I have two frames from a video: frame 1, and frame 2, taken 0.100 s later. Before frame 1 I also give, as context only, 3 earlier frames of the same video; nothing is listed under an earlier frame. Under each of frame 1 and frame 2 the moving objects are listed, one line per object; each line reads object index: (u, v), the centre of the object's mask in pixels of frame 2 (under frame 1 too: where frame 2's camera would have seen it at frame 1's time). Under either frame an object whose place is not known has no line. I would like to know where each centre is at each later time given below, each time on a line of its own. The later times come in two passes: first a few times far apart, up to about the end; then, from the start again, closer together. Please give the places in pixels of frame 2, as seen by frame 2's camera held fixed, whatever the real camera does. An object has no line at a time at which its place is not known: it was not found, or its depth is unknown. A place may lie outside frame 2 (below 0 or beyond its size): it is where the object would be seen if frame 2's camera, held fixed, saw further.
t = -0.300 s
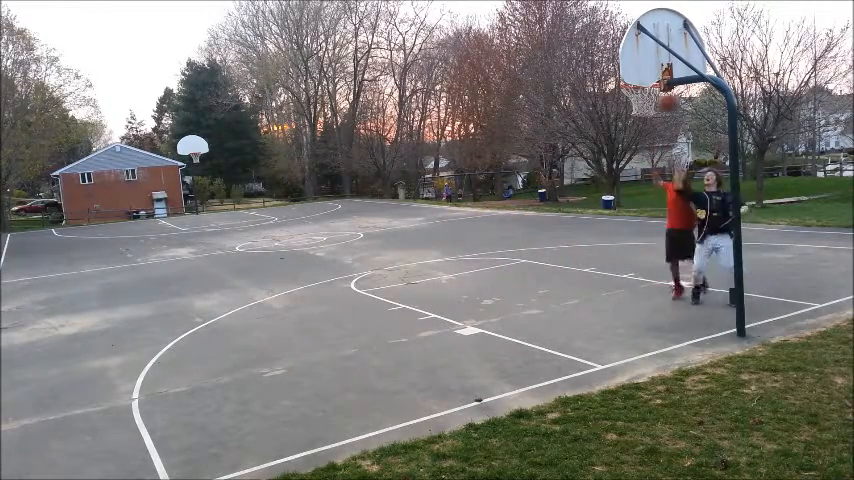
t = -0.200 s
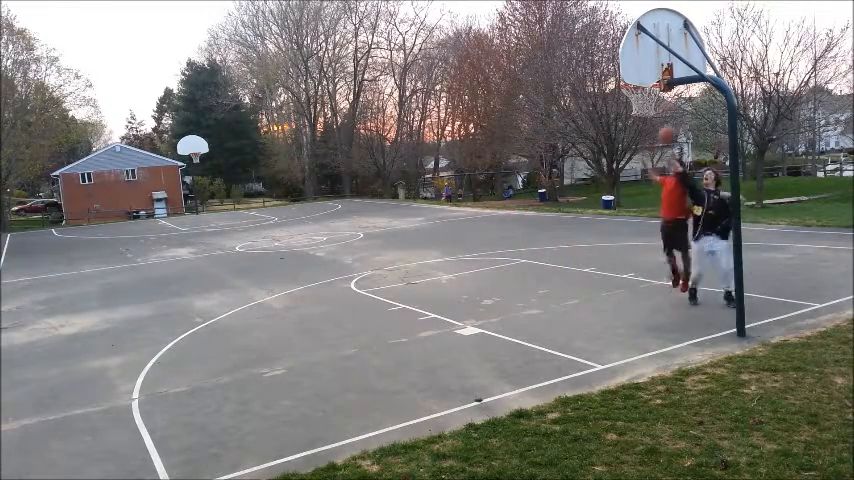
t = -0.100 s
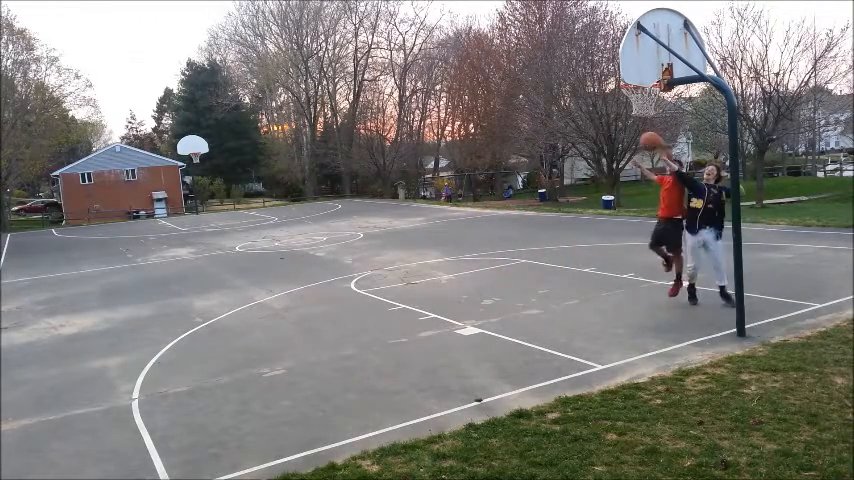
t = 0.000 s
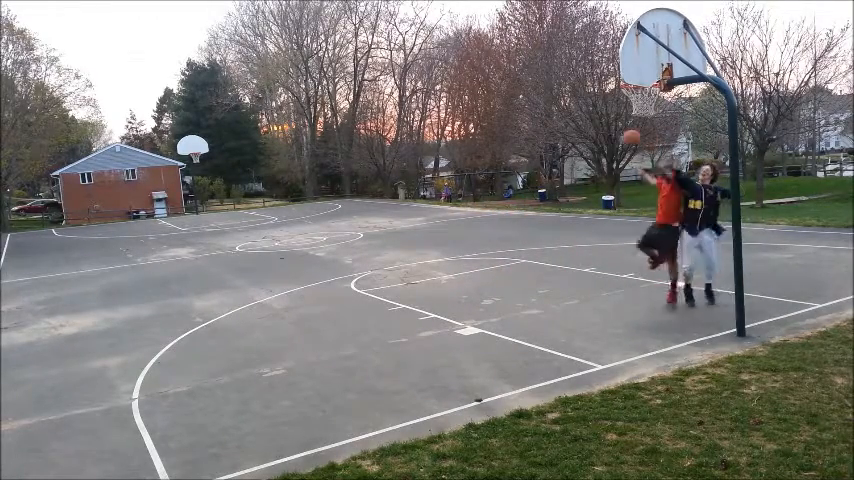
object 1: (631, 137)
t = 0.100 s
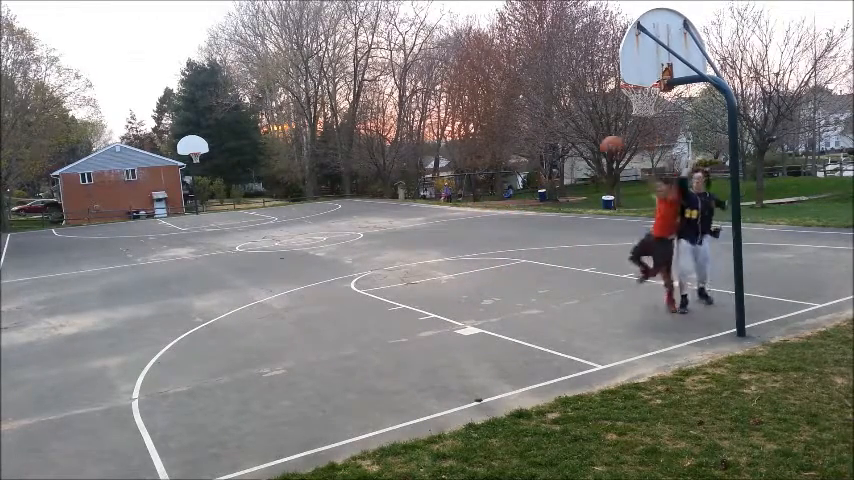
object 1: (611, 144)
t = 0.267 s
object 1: (580, 175)
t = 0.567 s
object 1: (522, 303)
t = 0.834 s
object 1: (460, 284)
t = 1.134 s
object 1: (388, 230)
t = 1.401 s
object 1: (328, 250)
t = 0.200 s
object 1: (592, 157)
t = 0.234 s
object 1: (584, 168)
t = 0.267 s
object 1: (580, 175)
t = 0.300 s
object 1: (574, 184)
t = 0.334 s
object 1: (566, 193)
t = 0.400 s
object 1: (553, 220)
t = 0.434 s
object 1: (547, 234)
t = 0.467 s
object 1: (541, 249)
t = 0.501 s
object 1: (535, 266)
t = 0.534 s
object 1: (529, 283)
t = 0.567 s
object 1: (522, 303)
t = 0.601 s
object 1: (518, 321)
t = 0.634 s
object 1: (511, 343)
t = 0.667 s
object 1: (503, 346)
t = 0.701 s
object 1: (494, 332)
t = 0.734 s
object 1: (487, 317)
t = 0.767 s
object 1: (477, 306)
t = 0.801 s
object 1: (468, 295)
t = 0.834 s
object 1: (460, 284)
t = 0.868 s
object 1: (452, 274)
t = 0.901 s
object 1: (443, 265)
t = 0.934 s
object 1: (435, 257)
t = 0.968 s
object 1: (428, 250)
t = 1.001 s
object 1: (421, 244)
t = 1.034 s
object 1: (411, 238)
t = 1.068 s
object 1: (403, 234)
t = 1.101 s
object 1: (396, 231)
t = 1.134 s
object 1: (388, 230)
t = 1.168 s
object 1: (380, 229)
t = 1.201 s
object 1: (372, 228)
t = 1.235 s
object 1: (364, 230)
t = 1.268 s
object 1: (357, 231)
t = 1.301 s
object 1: (349, 234)
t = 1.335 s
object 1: (342, 238)
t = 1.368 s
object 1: (335, 243)
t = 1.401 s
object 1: (328, 250)
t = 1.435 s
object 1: (321, 257)
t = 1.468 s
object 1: (314, 265)
